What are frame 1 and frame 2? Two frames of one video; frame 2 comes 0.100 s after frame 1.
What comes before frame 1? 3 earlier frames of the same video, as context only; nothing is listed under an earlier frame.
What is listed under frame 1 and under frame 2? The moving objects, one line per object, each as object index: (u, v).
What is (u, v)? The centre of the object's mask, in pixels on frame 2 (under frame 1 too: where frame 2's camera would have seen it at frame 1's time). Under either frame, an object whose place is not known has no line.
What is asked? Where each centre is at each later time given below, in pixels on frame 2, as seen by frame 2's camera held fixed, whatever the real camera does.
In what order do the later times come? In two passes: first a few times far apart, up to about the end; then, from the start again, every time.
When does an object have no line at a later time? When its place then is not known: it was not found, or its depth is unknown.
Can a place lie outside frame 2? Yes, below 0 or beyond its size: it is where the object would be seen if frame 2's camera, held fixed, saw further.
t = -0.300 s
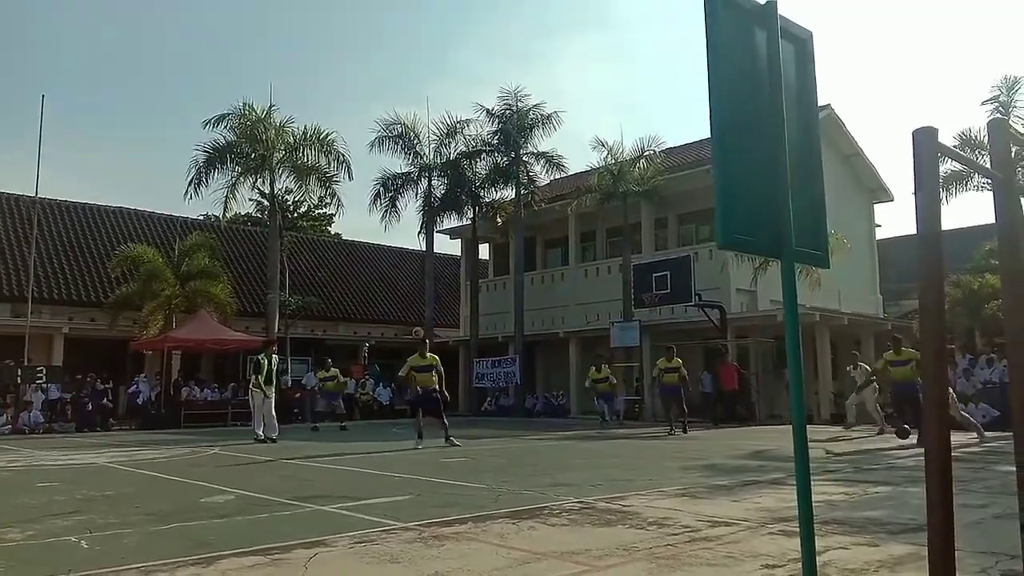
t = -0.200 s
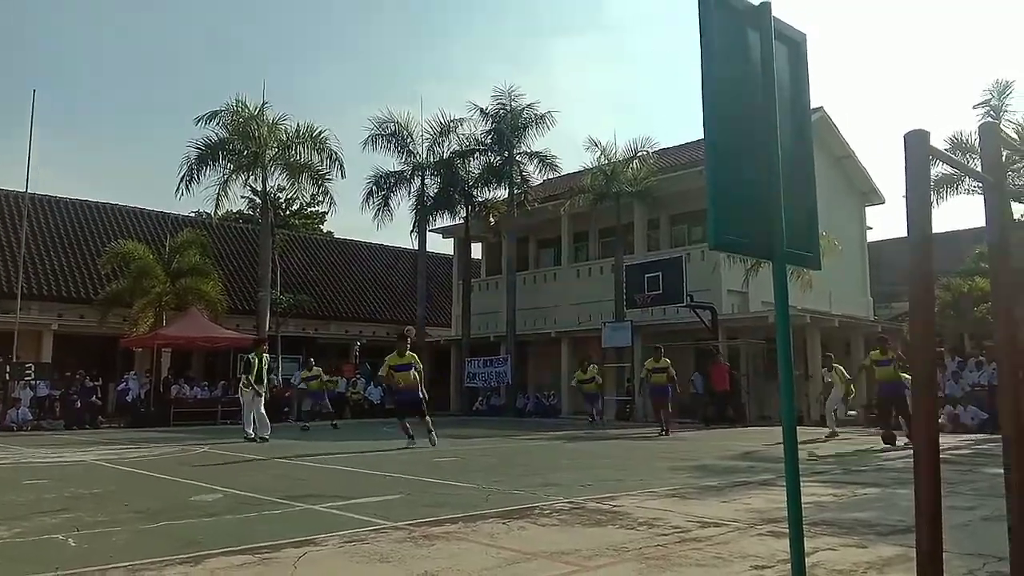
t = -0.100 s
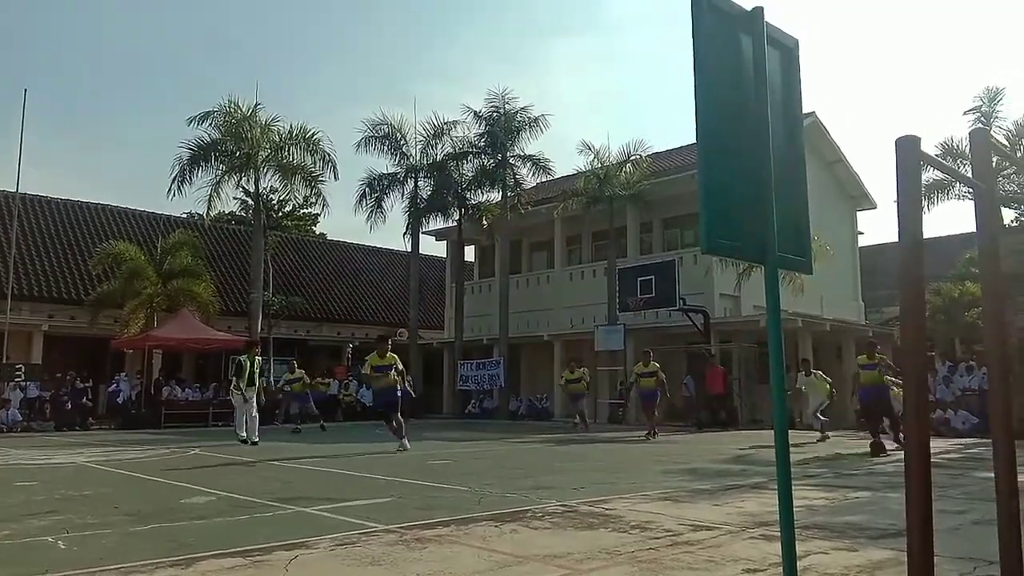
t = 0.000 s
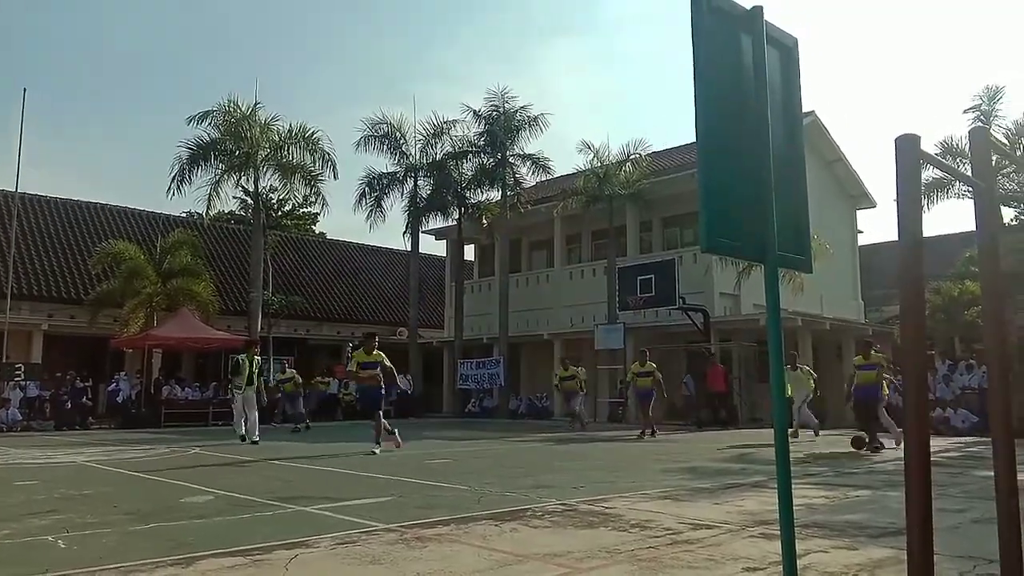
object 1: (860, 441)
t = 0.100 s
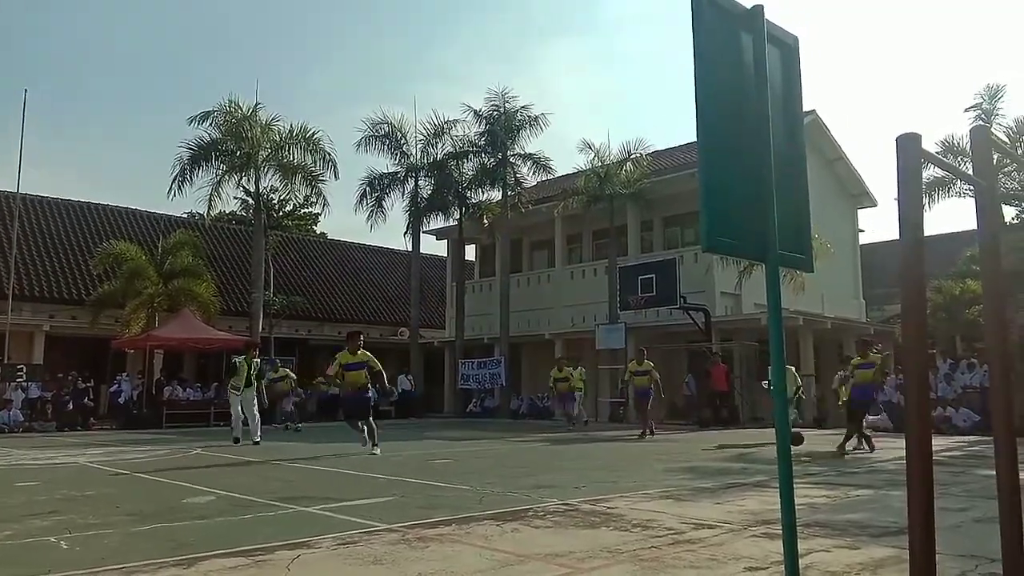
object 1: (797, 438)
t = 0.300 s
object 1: (662, 448)
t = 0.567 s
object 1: (497, 450)
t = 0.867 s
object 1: (343, 452)
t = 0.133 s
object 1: (771, 439)
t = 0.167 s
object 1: (752, 440)
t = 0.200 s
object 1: (729, 443)
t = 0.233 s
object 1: (706, 446)
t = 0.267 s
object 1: (682, 449)
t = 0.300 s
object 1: (662, 448)
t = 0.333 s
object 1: (641, 447)
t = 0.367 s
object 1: (619, 447)
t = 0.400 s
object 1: (598, 448)
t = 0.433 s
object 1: (576, 450)
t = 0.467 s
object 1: (556, 450)
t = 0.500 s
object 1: (536, 449)
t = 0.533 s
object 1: (517, 449)
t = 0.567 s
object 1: (497, 450)
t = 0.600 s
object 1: (477, 452)
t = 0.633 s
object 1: (459, 452)
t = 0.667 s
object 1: (440, 453)
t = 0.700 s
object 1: (424, 452)
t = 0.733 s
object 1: (407, 452)
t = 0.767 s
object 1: (390, 453)
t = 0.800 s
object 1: (373, 454)
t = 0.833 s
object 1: (358, 453)
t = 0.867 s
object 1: (343, 452)
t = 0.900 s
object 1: (328, 452)
